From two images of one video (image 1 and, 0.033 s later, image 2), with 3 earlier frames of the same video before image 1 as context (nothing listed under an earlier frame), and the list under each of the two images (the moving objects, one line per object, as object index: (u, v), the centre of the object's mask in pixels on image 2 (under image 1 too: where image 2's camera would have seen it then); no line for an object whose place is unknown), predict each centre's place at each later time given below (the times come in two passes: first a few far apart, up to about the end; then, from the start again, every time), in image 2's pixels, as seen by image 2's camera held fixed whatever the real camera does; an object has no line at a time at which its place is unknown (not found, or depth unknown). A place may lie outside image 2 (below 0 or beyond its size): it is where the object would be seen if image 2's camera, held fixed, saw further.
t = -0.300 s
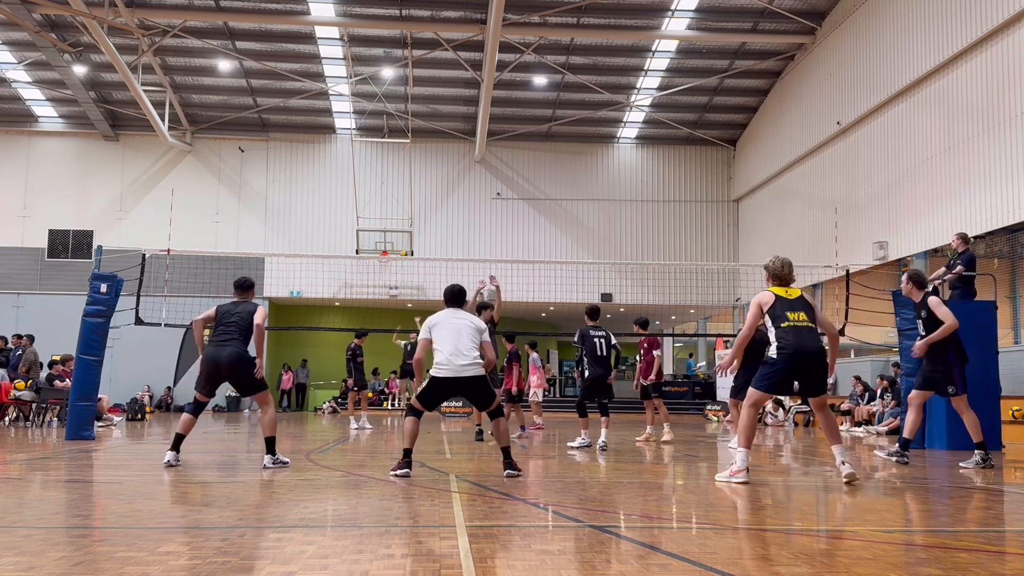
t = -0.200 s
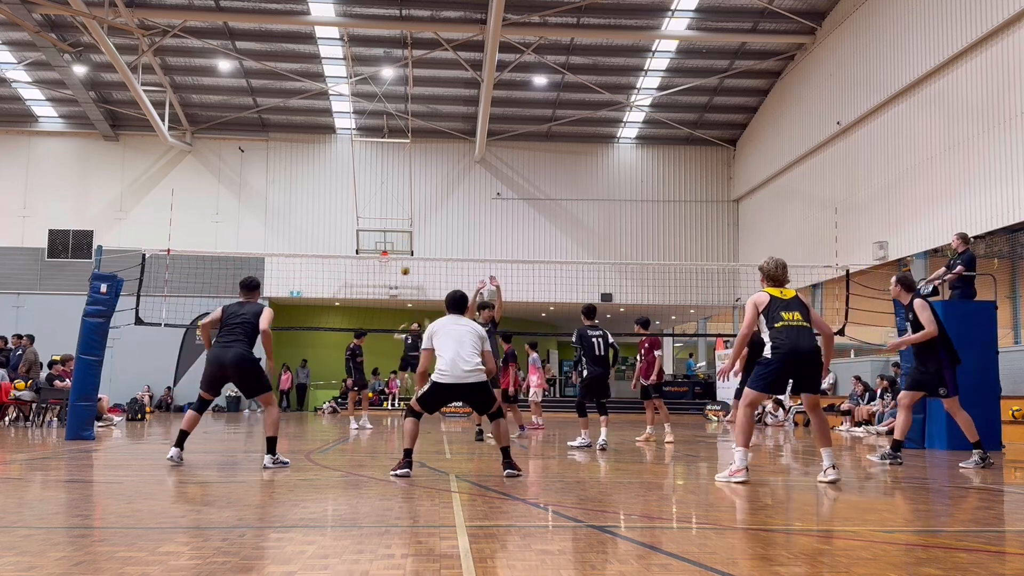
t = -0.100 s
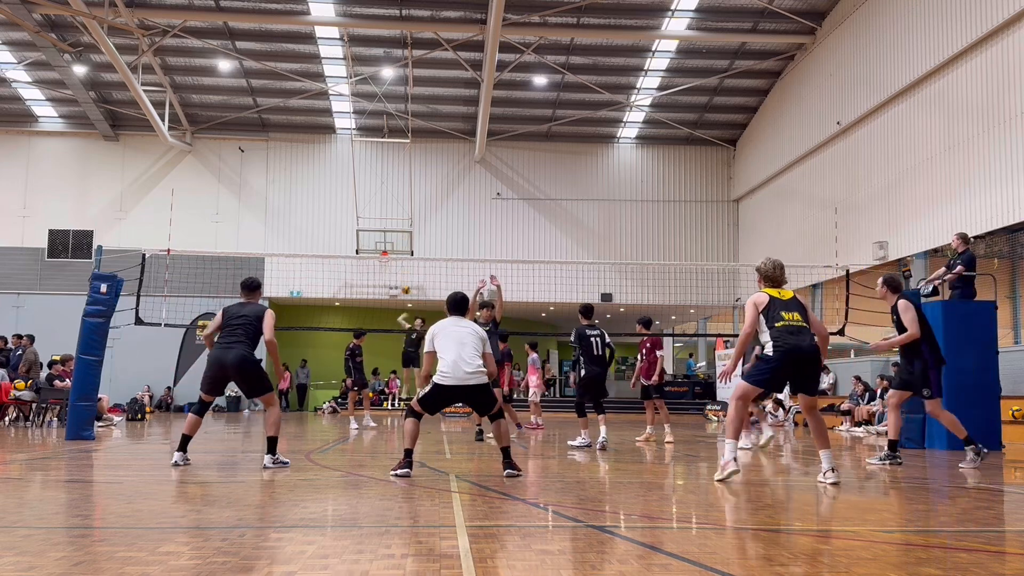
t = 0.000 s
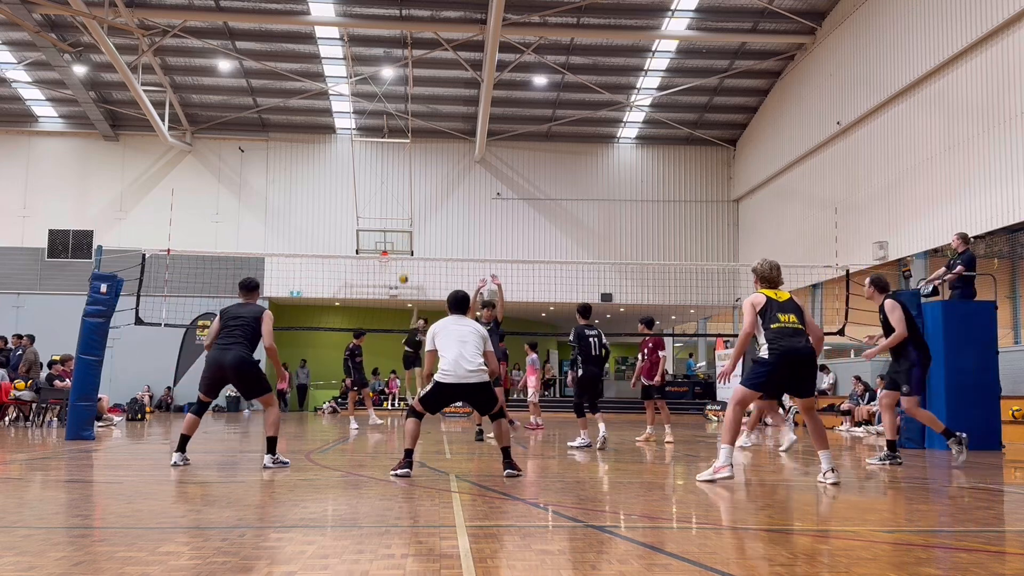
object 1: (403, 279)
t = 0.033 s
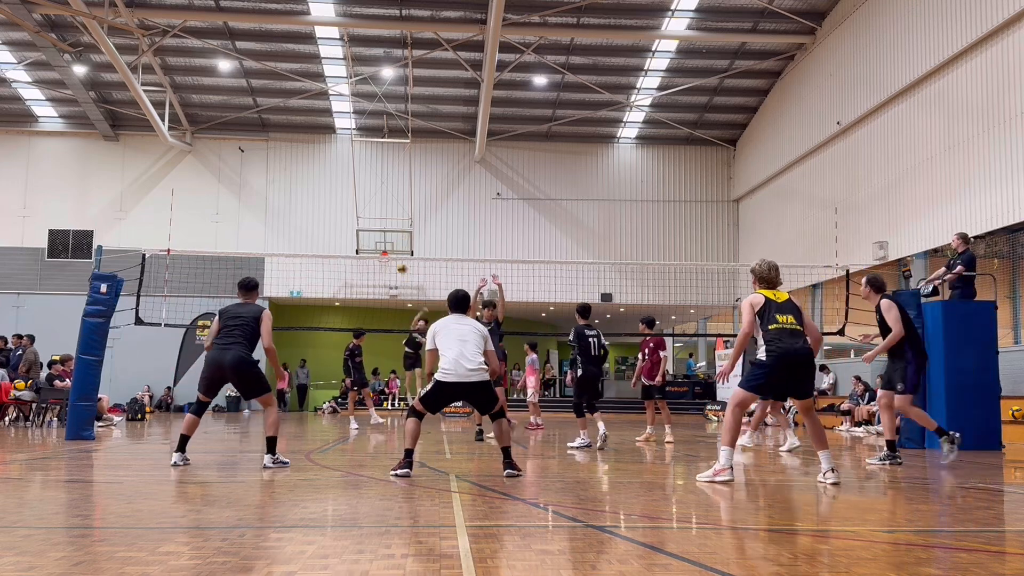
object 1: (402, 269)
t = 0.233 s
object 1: (390, 215)
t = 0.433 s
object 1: (372, 178)
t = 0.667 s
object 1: (336, 174)
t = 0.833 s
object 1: (293, 218)
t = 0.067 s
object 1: (400, 261)
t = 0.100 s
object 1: (399, 249)
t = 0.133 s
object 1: (397, 241)
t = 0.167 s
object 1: (395, 231)
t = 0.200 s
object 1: (392, 223)
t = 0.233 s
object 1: (390, 215)
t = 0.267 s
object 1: (388, 207)
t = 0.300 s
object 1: (386, 201)
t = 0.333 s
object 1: (382, 194)
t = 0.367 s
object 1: (379, 188)
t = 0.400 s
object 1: (377, 184)
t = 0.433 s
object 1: (372, 178)
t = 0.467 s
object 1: (369, 176)
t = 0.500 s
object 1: (364, 172)
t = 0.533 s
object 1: (359, 171)
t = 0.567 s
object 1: (355, 170)
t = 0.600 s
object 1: (349, 170)
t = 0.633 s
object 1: (343, 171)
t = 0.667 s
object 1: (336, 174)
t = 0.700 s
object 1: (329, 179)
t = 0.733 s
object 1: (321, 186)
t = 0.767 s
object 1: (313, 194)
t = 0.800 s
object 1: (303, 205)
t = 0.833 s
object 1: (293, 218)
